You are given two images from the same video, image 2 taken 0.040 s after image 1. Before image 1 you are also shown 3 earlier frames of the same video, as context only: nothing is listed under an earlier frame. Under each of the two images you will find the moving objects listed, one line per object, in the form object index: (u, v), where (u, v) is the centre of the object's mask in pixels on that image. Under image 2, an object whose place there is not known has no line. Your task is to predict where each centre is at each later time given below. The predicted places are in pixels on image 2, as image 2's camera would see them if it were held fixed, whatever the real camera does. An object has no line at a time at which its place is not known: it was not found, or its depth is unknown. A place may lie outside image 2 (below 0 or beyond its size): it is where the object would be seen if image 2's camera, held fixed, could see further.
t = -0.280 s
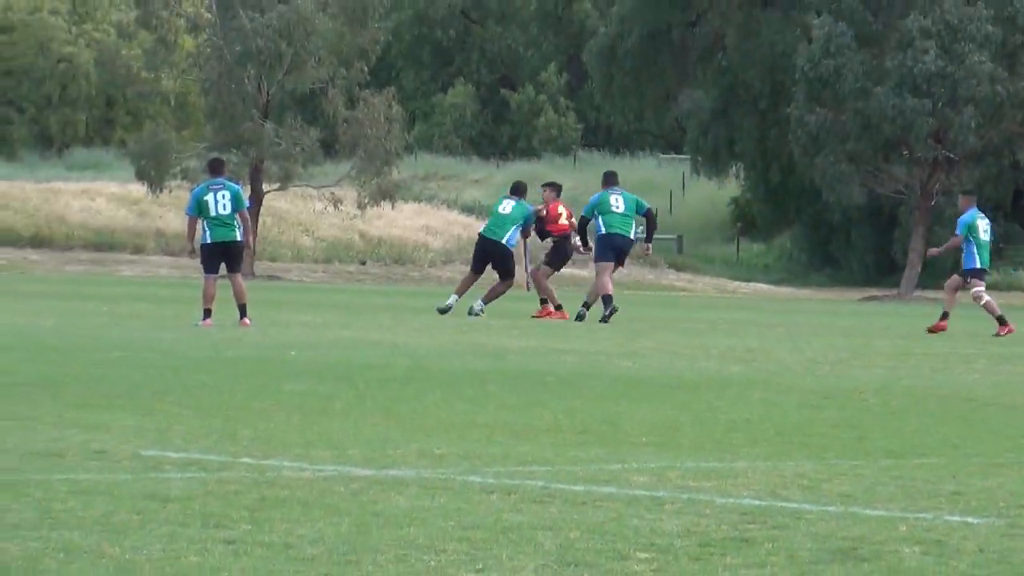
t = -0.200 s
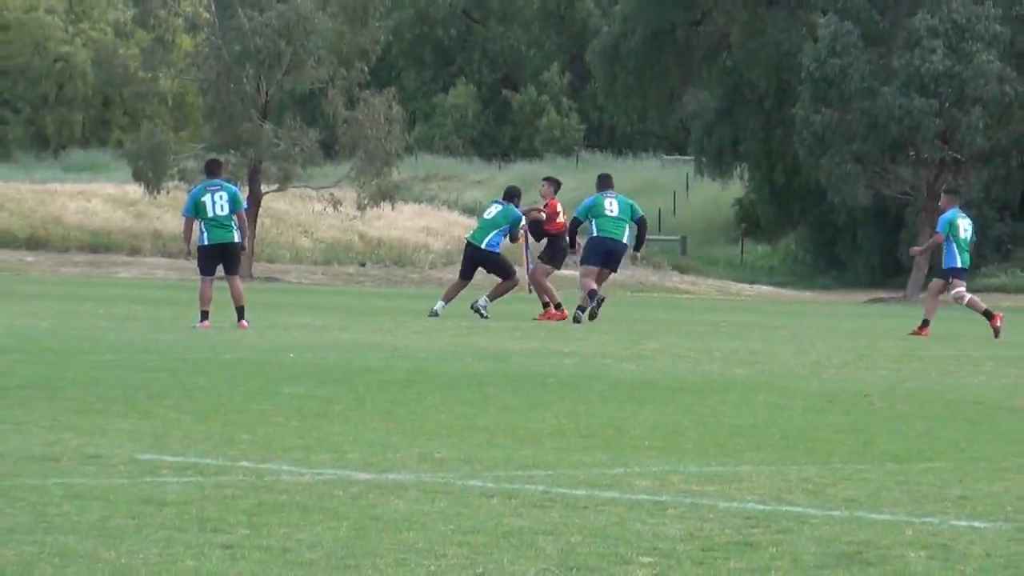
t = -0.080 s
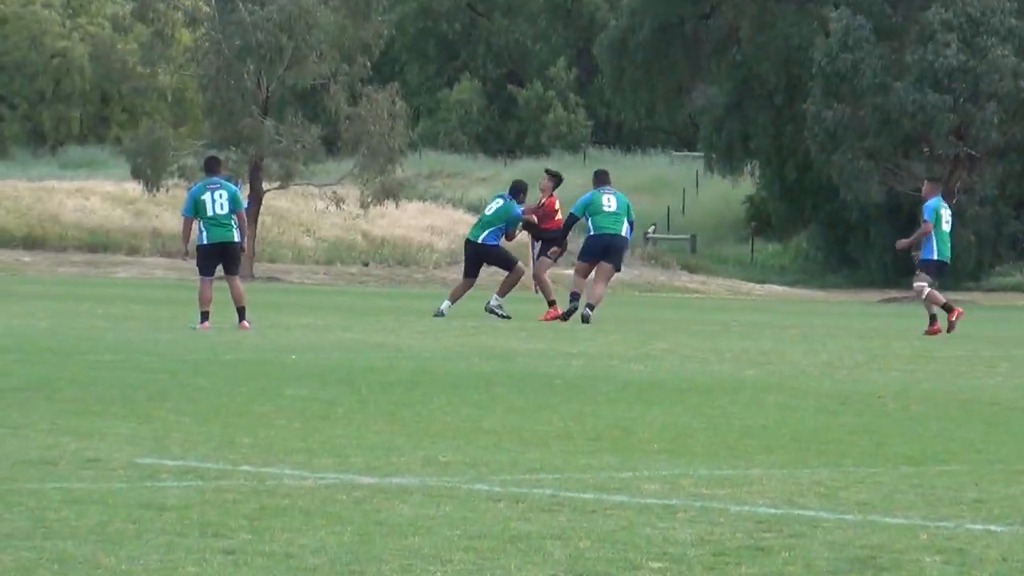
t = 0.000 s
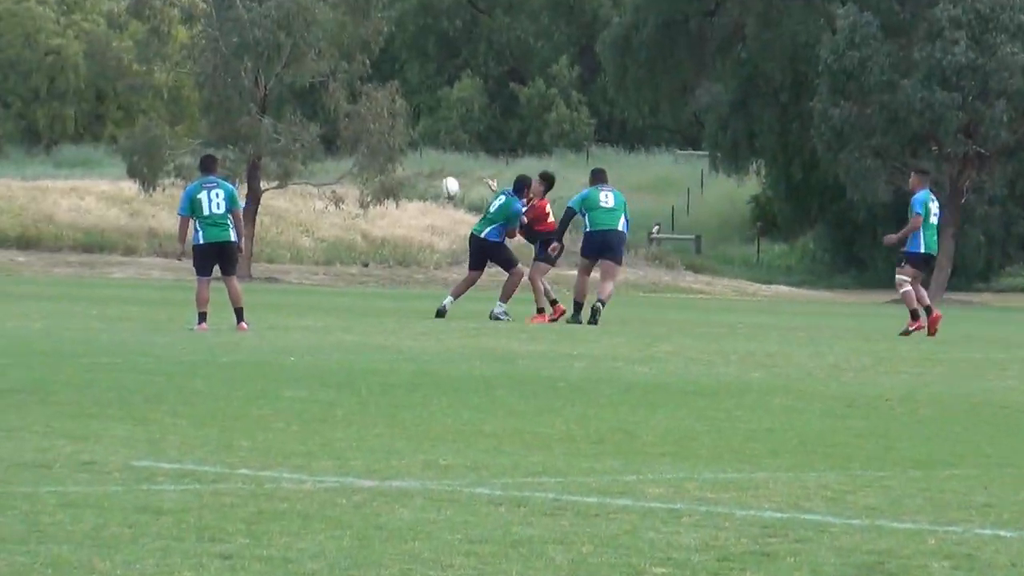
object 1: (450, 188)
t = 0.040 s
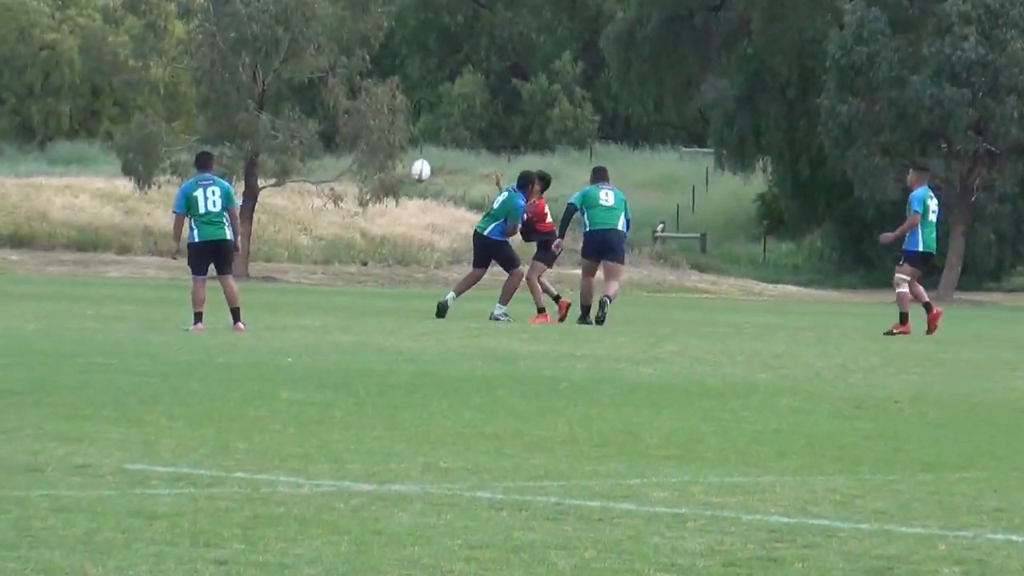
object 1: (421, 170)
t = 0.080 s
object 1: (390, 158)
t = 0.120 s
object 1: (361, 146)
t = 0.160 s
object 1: (322, 131)
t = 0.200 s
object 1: (293, 117)
